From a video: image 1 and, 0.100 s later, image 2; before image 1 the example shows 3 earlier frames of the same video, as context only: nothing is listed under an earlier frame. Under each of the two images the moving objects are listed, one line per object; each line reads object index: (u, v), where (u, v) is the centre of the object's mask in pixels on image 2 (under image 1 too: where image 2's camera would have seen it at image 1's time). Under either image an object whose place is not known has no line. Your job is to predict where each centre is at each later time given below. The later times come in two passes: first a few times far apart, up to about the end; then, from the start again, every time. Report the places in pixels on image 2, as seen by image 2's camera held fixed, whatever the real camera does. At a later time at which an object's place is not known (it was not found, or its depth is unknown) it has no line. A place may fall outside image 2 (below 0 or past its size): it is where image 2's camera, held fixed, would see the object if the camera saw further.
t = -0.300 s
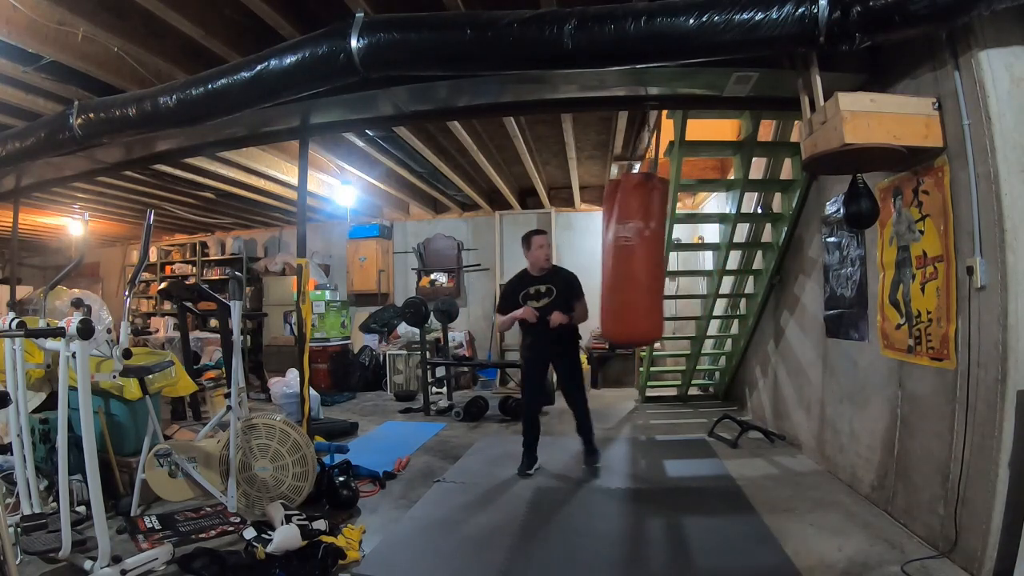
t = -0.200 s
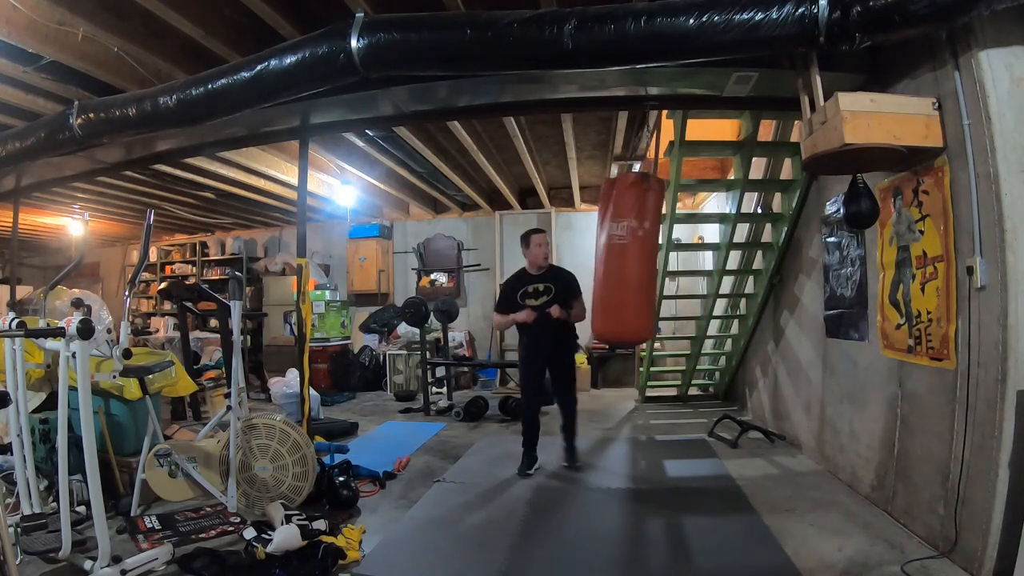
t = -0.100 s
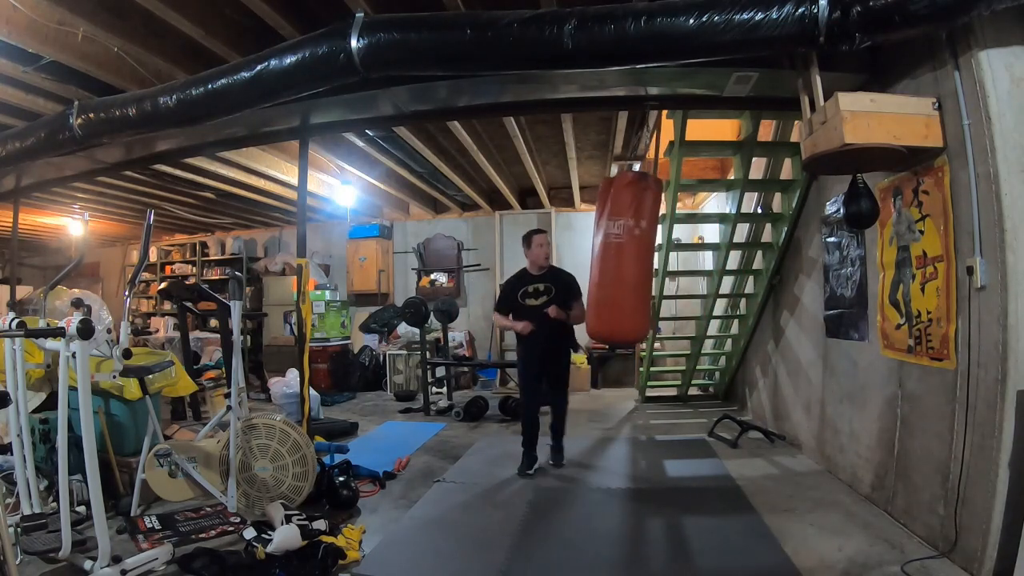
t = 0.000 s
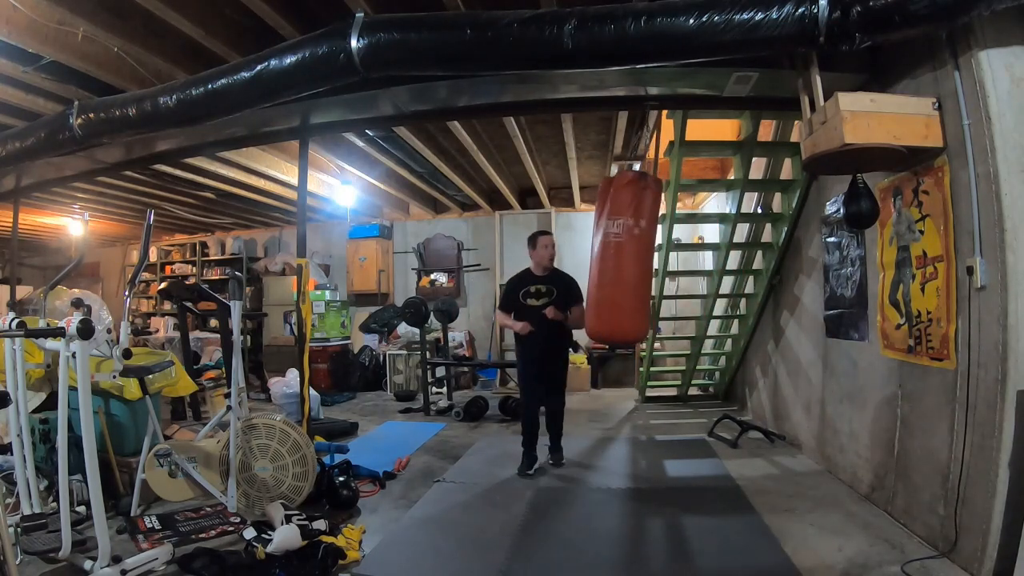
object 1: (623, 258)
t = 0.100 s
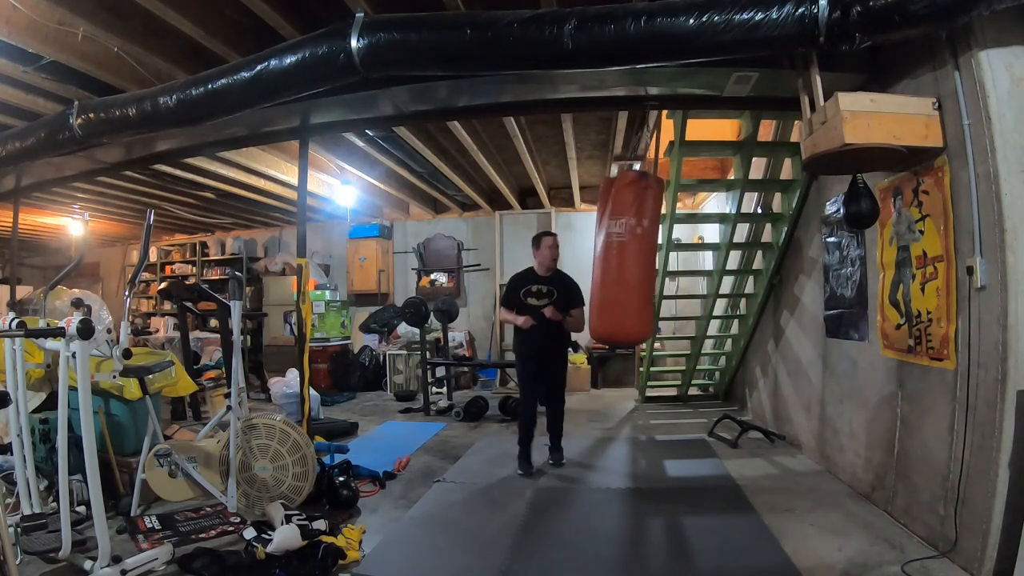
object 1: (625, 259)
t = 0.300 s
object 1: (640, 260)
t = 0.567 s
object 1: (669, 260)
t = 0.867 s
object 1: (693, 256)
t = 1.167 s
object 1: (690, 258)
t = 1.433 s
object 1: (667, 261)
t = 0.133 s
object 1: (627, 259)
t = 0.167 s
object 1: (629, 259)
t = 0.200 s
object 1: (631, 259)
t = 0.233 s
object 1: (634, 259)
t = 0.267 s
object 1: (637, 260)
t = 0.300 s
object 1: (640, 260)
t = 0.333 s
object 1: (643, 260)
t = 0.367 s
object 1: (646, 260)
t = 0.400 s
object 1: (650, 260)
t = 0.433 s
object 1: (654, 260)
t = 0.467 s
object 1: (658, 261)
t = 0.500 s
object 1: (661, 261)
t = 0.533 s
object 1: (665, 260)
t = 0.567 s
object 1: (669, 260)
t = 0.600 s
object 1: (672, 260)
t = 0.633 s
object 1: (675, 259)
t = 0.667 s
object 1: (679, 258)
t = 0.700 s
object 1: (682, 258)
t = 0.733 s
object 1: (685, 257)
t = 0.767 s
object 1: (687, 257)
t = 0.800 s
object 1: (689, 257)
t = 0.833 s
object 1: (691, 257)
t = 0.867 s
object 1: (693, 256)
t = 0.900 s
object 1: (694, 256)
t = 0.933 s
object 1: (695, 256)
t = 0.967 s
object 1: (695, 256)
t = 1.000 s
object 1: (695, 256)
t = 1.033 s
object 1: (695, 256)
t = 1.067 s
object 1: (694, 256)
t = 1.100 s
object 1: (694, 257)
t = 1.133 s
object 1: (692, 257)
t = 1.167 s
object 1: (690, 258)
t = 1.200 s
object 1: (689, 258)
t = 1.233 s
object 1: (686, 258)
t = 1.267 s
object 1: (683, 259)
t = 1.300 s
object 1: (681, 259)
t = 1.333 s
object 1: (677, 259)
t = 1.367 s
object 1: (675, 260)
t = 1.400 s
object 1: (671, 260)
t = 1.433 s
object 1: (667, 261)
